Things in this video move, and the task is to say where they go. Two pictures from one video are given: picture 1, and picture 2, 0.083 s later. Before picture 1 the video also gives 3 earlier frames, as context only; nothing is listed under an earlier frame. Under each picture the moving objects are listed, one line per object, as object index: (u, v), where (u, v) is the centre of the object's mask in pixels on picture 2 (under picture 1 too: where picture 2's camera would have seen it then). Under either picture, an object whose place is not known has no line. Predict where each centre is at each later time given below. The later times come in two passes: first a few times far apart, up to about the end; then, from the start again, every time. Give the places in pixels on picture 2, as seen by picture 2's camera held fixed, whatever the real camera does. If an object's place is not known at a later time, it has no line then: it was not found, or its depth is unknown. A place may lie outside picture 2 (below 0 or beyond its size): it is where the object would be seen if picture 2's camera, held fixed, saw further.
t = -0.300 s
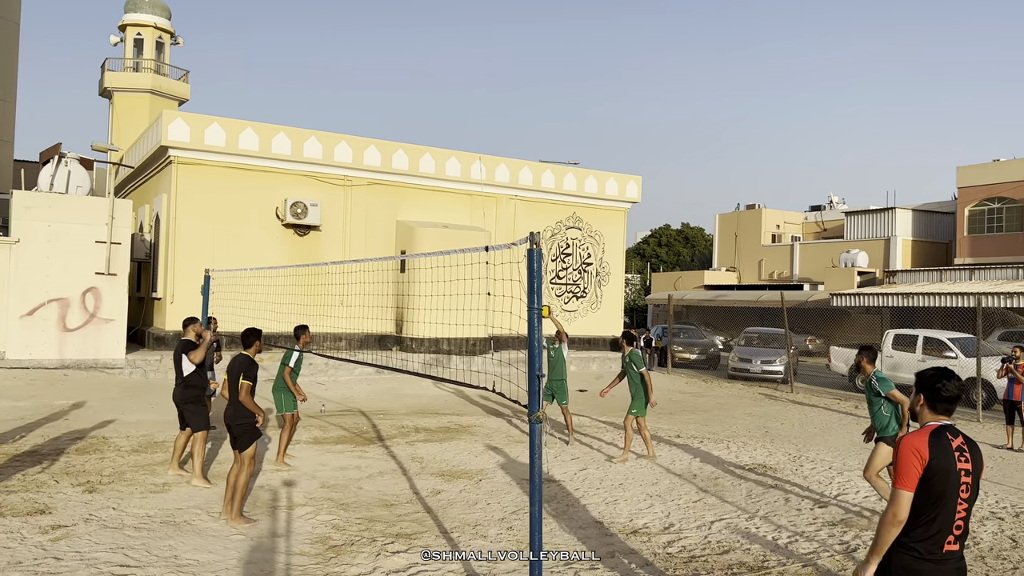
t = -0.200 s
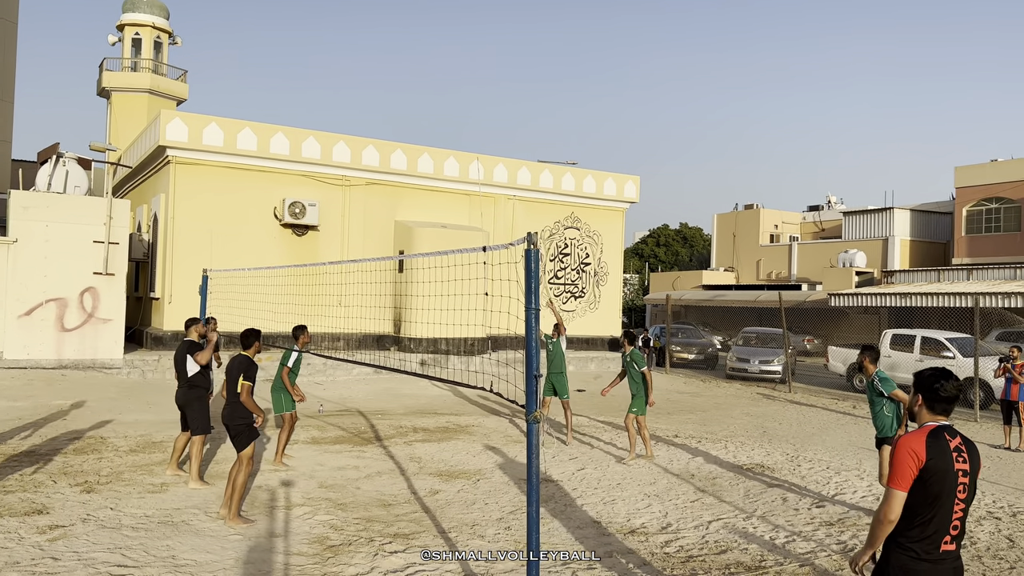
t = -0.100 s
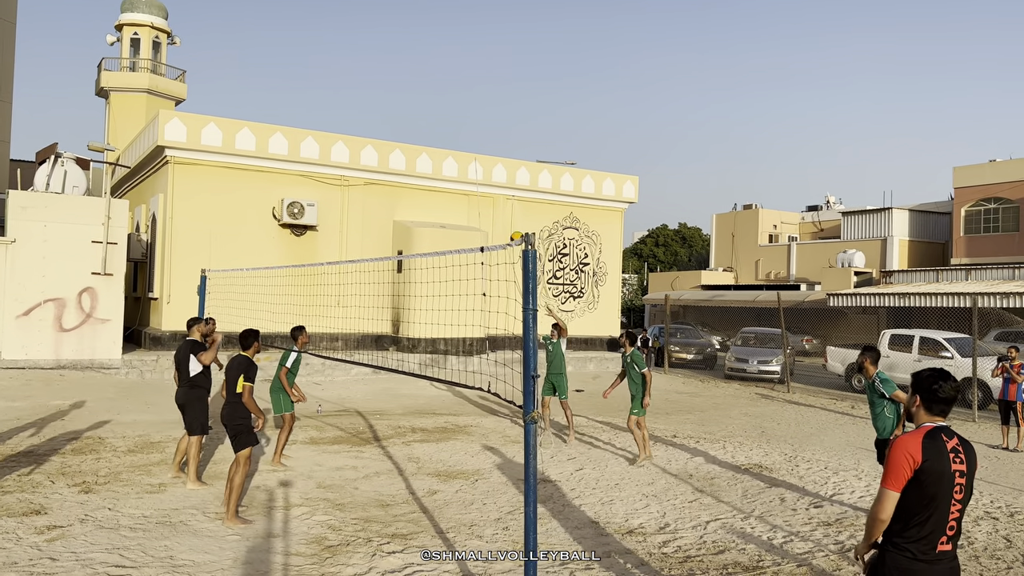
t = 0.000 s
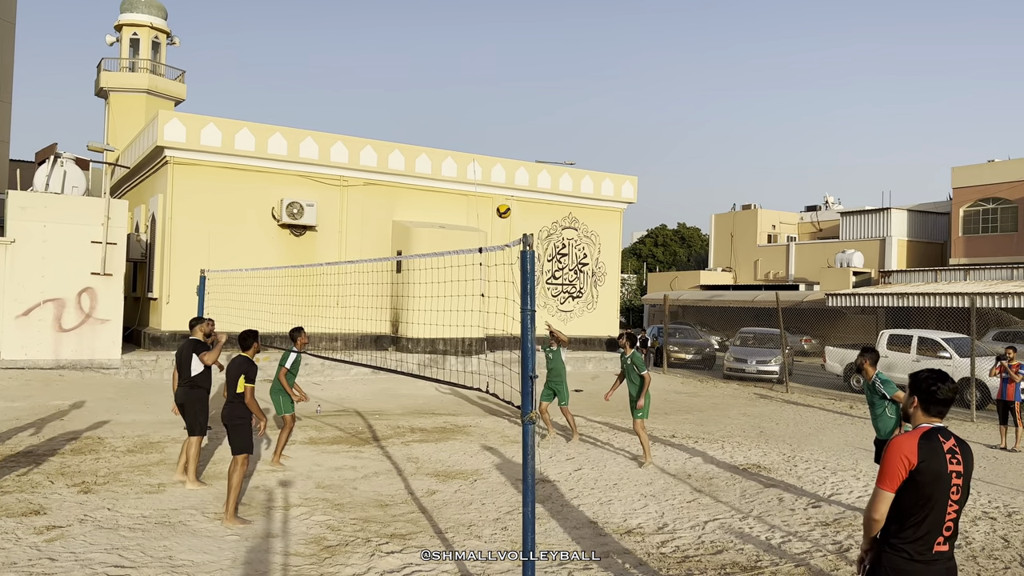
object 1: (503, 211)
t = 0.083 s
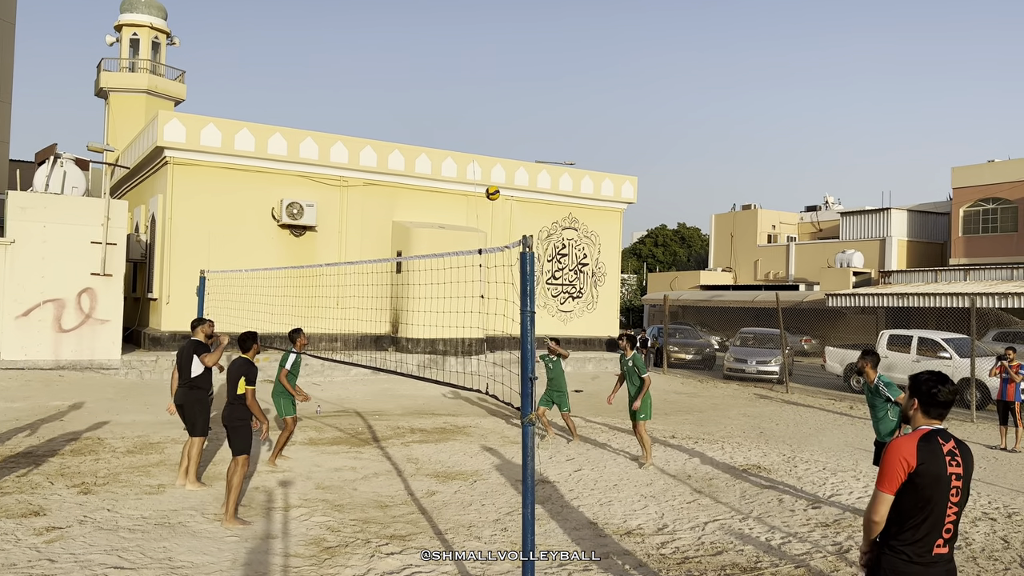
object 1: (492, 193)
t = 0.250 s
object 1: (470, 170)
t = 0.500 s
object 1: (435, 170)
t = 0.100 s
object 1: (490, 190)
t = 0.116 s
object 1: (488, 187)
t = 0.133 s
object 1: (486, 184)
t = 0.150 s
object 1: (483, 182)
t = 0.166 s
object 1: (482, 179)
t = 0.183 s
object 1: (479, 177)
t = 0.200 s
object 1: (477, 175)
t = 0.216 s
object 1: (474, 173)
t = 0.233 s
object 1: (472, 171)
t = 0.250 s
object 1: (470, 170)
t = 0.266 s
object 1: (467, 168)
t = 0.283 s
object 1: (465, 167)
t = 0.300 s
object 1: (463, 166)
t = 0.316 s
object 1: (461, 166)
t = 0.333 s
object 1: (458, 165)
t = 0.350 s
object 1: (456, 165)
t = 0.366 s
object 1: (453, 164)
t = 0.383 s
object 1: (451, 165)
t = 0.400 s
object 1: (449, 165)
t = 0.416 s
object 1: (447, 165)
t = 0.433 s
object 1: (444, 166)
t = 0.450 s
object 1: (442, 167)
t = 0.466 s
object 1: (439, 168)
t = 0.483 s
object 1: (437, 169)
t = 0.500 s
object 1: (435, 170)
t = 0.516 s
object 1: (432, 172)
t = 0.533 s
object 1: (430, 174)
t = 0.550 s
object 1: (427, 176)
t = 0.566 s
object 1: (425, 178)
